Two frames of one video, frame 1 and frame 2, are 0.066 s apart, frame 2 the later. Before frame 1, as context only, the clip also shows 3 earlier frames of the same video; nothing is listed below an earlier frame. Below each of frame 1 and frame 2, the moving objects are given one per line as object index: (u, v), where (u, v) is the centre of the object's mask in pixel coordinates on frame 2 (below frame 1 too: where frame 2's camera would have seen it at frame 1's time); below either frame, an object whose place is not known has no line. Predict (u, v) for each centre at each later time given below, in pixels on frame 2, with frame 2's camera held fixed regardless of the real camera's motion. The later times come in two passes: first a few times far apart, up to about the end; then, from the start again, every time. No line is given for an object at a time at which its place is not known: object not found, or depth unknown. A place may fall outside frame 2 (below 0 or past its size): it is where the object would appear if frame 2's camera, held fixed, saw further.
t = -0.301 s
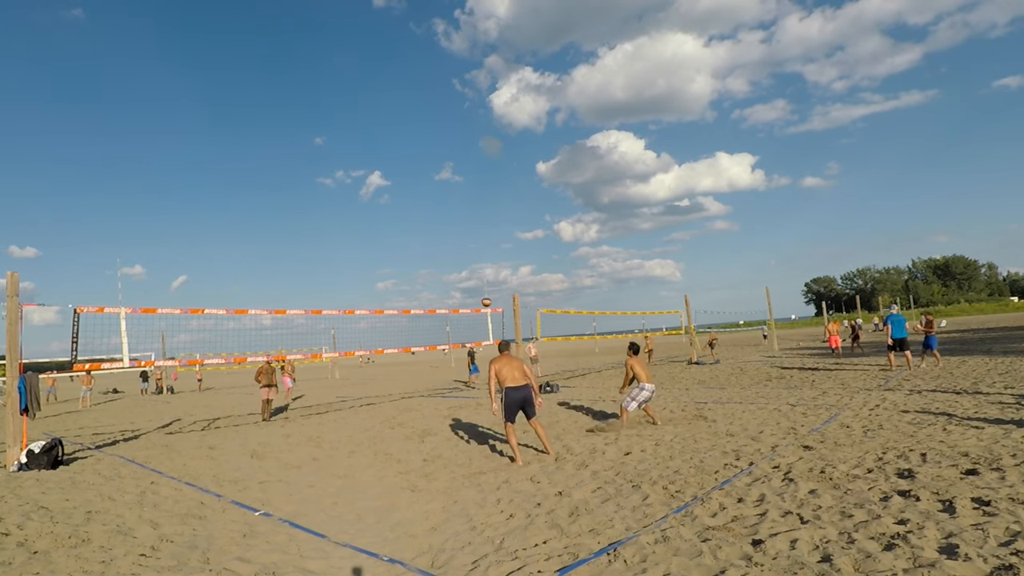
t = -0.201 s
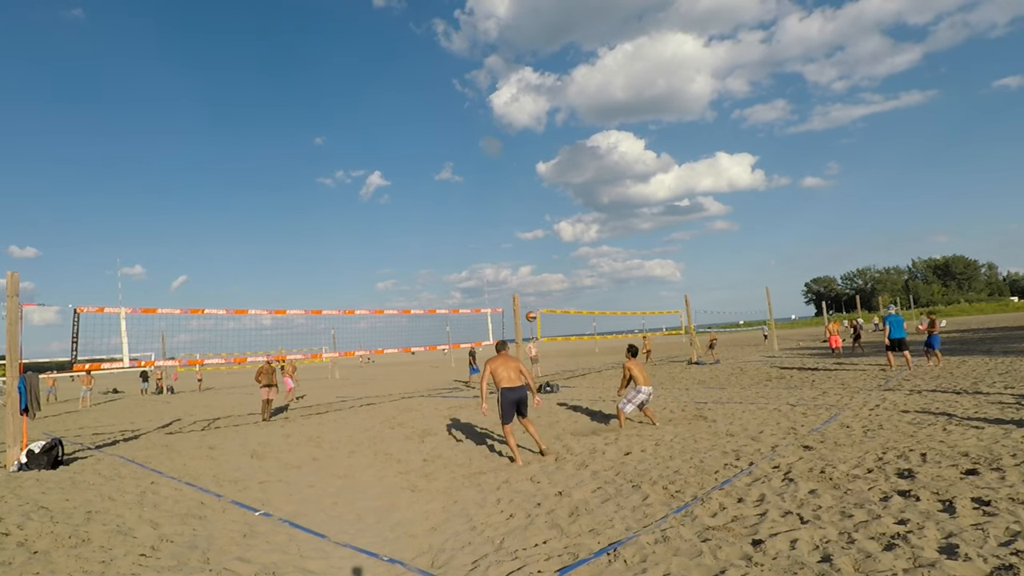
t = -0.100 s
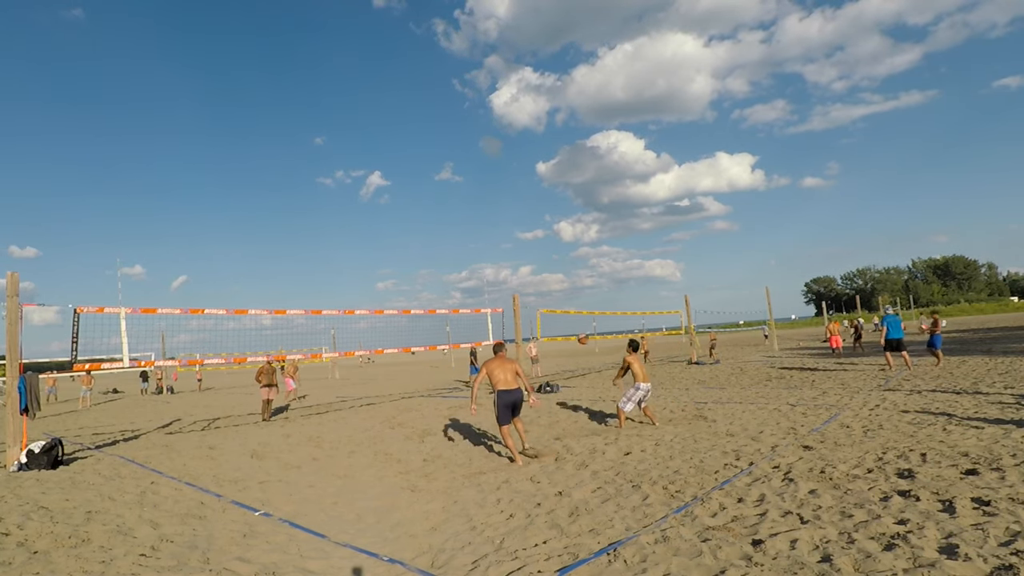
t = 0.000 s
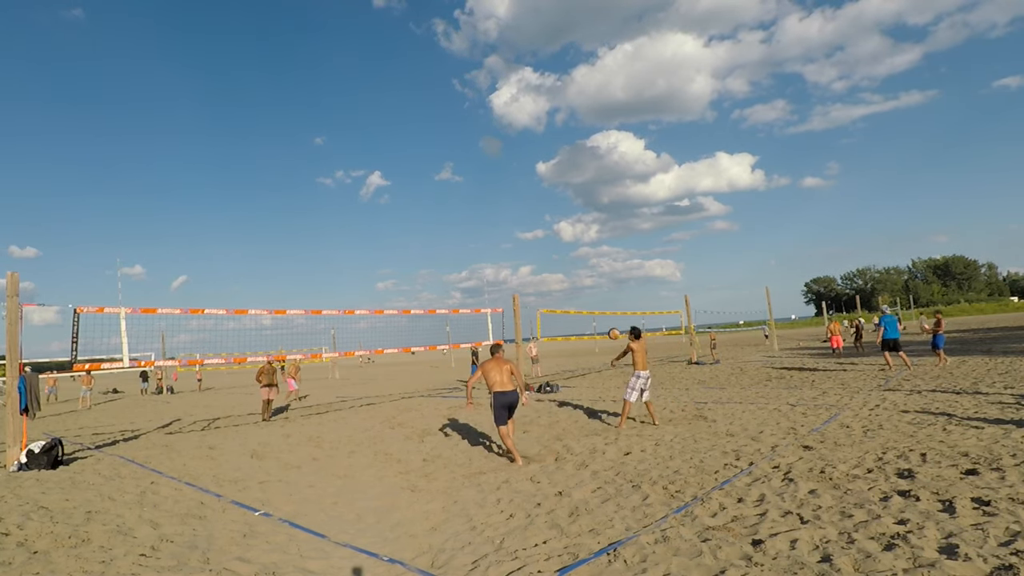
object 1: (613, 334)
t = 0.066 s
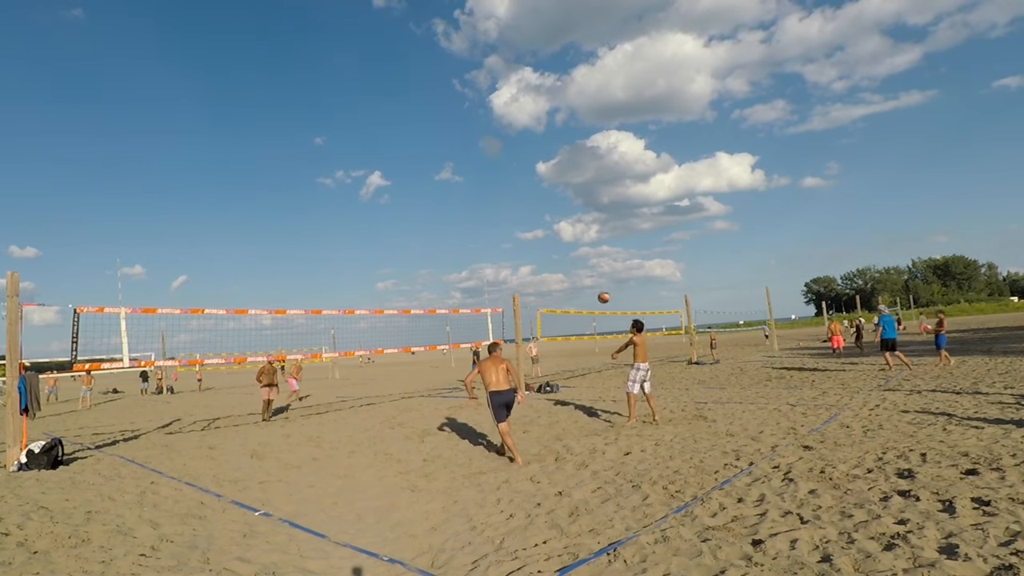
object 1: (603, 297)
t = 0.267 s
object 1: (577, 207)
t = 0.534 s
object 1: (549, 125)
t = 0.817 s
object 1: (525, 80)
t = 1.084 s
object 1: (506, 75)
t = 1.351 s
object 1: (491, 104)
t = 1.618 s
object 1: (477, 171)
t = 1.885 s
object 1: (466, 273)
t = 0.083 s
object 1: (601, 289)
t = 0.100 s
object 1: (599, 280)
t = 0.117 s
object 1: (596, 273)
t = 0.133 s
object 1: (594, 264)
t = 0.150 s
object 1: (591, 257)
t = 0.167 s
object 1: (589, 249)
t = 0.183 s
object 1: (587, 241)
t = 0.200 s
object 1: (585, 234)
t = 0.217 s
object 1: (583, 227)
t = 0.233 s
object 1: (580, 220)
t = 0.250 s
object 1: (579, 214)
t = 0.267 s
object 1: (577, 207)
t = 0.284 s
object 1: (575, 201)
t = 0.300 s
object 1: (573, 195)
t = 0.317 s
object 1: (571, 189)
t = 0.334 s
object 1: (569, 182)
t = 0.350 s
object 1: (567, 177)
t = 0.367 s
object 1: (565, 171)
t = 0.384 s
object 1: (563, 166)
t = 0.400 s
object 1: (562, 160)
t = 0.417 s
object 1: (560, 156)
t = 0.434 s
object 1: (558, 151)
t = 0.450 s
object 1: (557, 146)
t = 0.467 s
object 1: (555, 141)
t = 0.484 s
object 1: (553, 137)
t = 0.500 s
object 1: (552, 133)
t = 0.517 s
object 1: (550, 128)
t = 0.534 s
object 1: (549, 125)
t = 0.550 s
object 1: (547, 121)
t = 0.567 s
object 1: (545, 117)
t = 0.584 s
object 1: (544, 114)
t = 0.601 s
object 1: (542, 110)
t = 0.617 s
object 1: (541, 107)
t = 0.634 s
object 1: (540, 104)
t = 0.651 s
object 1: (538, 101)
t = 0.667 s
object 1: (537, 98)
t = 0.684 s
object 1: (535, 96)
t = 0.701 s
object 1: (534, 93)
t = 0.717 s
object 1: (532, 91)
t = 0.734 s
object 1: (531, 89)
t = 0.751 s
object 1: (530, 87)
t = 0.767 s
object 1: (528, 85)
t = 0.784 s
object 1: (527, 83)
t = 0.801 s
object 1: (526, 81)
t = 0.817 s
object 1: (525, 80)
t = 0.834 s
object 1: (524, 79)
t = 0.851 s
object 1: (522, 77)
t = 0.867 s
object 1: (521, 77)
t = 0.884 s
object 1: (520, 75)
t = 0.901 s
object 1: (518, 75)
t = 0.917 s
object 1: (517, 74)
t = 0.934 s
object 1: (516, 74)
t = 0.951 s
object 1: (515, 73)
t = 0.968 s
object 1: (514, 73)
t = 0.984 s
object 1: (513, 72)
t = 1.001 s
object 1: (512, 73)
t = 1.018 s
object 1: (511, 73)
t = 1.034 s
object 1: (510, 73)
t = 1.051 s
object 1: (508, 73)
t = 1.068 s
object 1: (507, 74)
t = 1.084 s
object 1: (506, 75)
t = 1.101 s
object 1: (505, 76)
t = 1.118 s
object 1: (504, 77)
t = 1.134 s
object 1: (503, 78)
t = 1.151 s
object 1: (502, 79)
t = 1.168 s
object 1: (501, 80)
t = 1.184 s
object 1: (500, 82)
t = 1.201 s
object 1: (499, 83)
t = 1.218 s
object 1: (498, 85)
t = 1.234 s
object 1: (497, 87)
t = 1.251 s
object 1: (496, 89)
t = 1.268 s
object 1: (495, 91)
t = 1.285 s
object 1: (494, 94)
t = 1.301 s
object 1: (493, 96)
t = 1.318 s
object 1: (493, 99)
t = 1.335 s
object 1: (491, 102)
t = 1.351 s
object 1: (491, 104)
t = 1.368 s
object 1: (490, 108)
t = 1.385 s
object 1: (489, 111)
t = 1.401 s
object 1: (488, 114)
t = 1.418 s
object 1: (487, 117)
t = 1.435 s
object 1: (486, 121)
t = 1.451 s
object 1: (485, 125)
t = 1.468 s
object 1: (484, 129)
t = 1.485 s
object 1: (484, 133)
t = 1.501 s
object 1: (483, 137)
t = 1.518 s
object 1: (482, 141)
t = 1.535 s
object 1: (481, 146)
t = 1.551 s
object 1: (480, 151)
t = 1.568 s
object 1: (480, 155)
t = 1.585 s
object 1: (479, 160)
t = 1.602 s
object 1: (478, 165)
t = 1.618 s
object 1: (477, 171)
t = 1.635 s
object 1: (476, 176)
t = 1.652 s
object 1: (476, 182)
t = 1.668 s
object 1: (475, 187)
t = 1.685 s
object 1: (474, 193)
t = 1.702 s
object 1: (473, 199)
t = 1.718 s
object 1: (473, 204)
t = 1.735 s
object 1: (472, 211)
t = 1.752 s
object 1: (471, 217)
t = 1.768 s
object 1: (470, 224)
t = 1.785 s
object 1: (470, 230)
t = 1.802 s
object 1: (469, 237)
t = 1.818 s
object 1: (468, 244)
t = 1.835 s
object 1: (467, 251)
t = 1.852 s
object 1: (467, 259)
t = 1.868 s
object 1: (466, 266)
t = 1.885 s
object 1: (466, 273)
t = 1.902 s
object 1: (465, 281)
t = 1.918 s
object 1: (464, 289)
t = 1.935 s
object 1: (464, 297)
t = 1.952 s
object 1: (463, 305)
